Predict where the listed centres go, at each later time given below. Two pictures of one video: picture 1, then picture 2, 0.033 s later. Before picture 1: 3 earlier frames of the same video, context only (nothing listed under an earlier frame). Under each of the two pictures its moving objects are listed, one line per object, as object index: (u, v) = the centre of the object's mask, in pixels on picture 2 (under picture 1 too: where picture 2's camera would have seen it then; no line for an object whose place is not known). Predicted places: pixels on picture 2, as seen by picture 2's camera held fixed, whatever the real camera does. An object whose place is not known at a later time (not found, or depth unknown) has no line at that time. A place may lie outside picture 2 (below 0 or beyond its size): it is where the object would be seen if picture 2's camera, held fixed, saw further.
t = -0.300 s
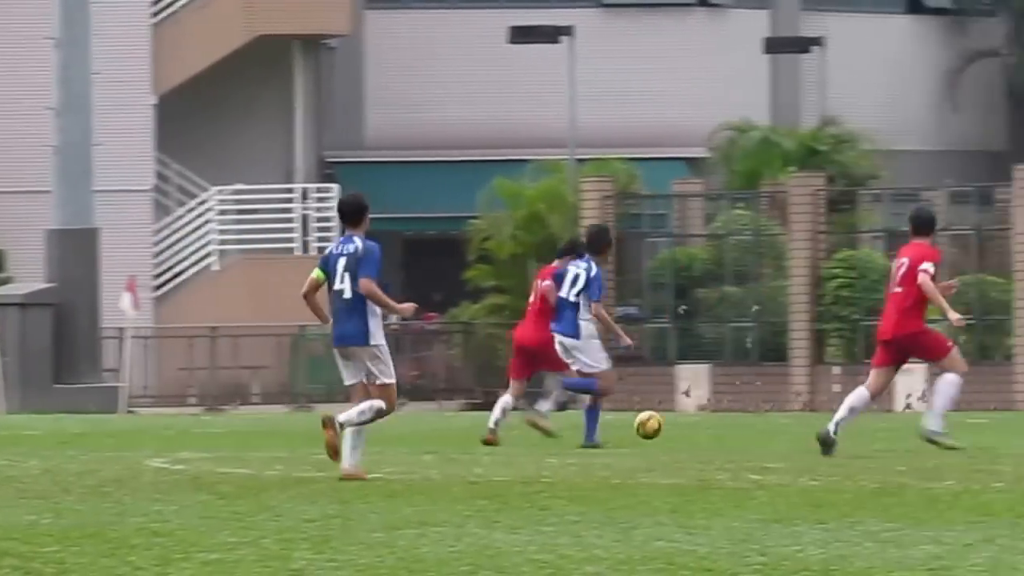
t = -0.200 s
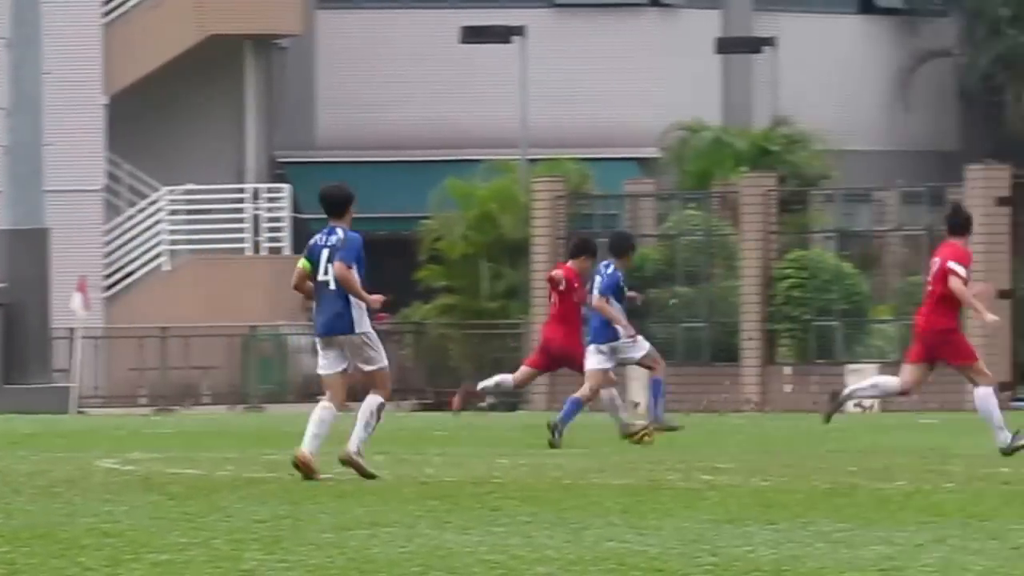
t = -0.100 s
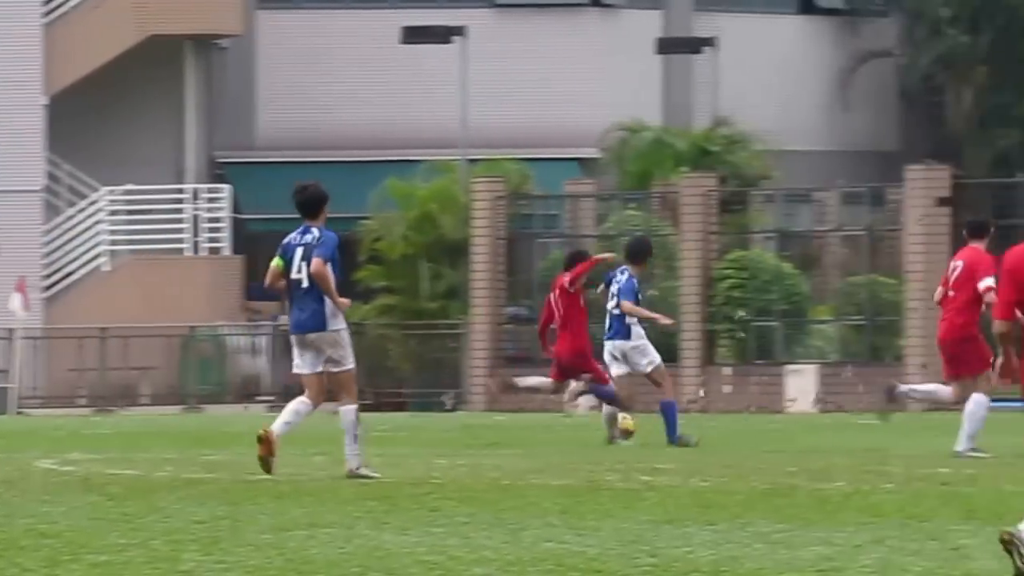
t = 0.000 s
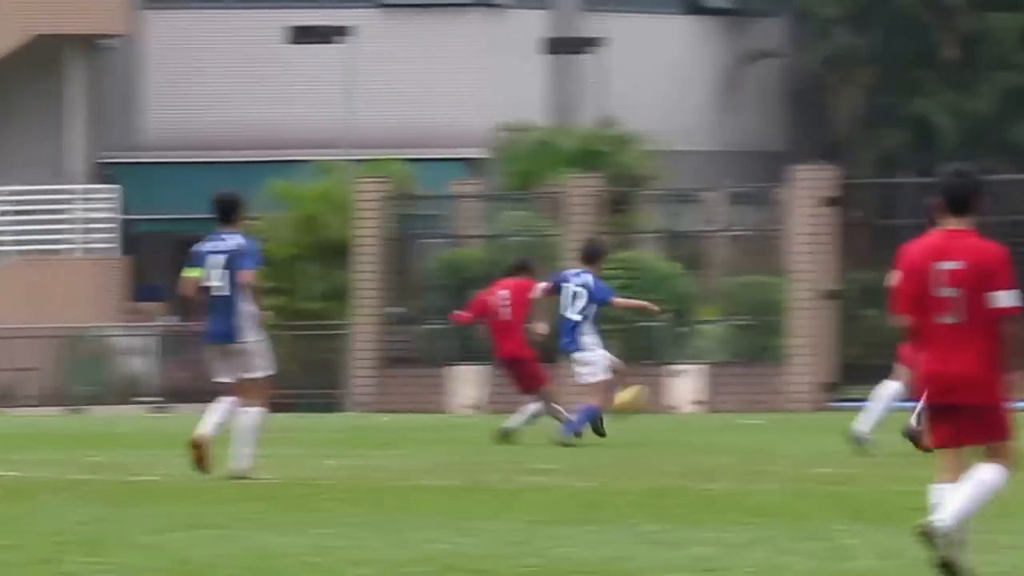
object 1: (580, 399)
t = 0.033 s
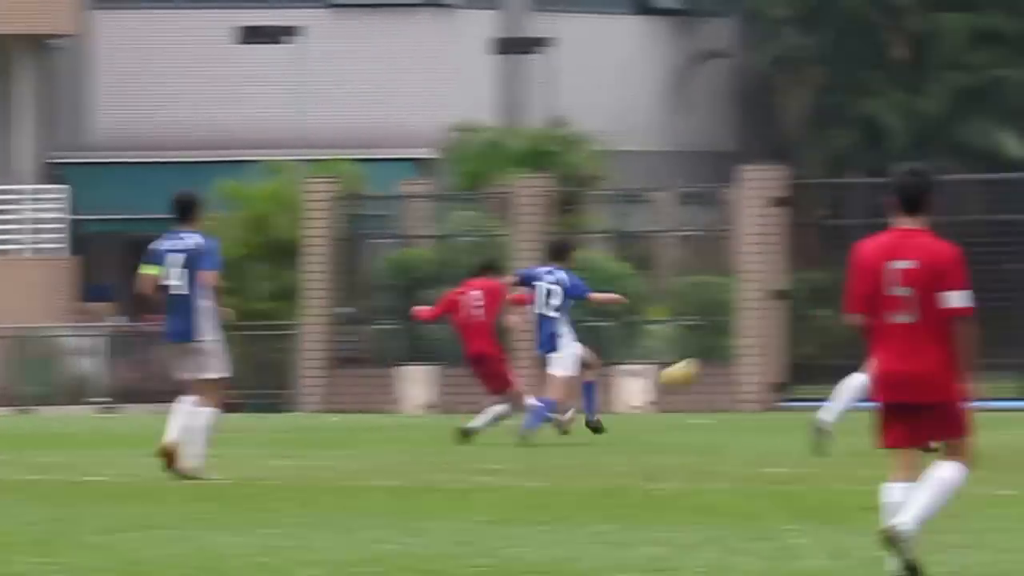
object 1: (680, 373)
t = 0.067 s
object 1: (783, 348)
